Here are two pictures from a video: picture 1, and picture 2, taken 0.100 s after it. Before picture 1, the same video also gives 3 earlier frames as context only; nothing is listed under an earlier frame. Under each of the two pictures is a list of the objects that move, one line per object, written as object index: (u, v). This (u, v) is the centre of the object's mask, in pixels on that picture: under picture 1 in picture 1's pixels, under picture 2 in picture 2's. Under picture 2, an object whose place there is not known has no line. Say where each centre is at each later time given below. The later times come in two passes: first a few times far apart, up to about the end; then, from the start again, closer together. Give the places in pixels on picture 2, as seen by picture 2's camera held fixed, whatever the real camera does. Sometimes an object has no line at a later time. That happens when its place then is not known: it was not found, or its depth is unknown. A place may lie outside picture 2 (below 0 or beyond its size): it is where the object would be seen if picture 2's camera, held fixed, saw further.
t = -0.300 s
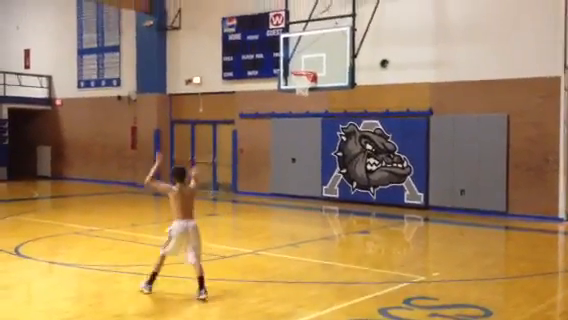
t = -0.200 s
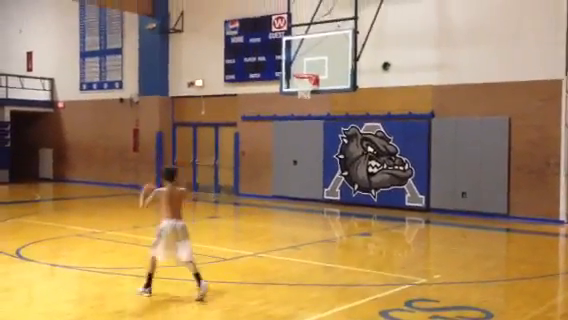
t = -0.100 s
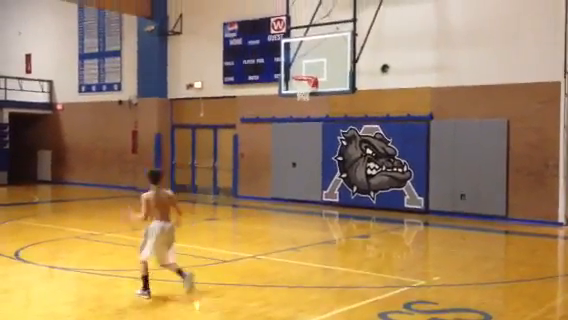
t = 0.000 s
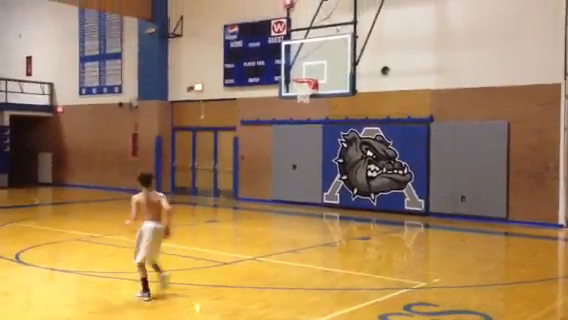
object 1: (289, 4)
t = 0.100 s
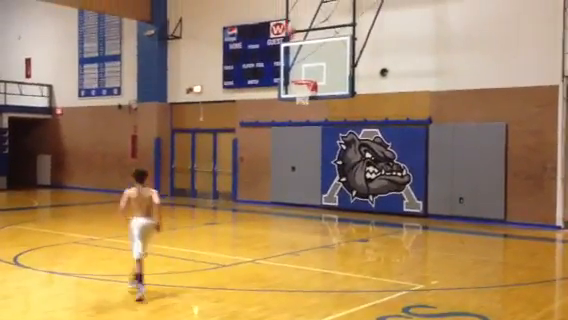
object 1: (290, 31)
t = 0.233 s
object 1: (292, 70)
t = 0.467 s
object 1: (264, 53)
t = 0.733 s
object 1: (229, 51)
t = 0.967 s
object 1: (193, 79)
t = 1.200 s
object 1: (160, 134)
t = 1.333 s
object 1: (141, 179)
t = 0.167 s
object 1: (291, 50)
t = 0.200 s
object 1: (291, 58)
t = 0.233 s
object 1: (292, 70)
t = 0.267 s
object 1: (291, 75)
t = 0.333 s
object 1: (282, 67)
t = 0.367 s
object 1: (277, 62)
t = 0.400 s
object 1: (273, 58)
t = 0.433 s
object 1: (269, 56)
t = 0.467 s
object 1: (264, 53)
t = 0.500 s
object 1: (260, 51)
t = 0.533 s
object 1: (255, 49)
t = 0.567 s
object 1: (251, 47)
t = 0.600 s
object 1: (246, 47)
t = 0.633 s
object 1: (241, 47)
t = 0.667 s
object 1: (236, 48)
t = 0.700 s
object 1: (234, 49)
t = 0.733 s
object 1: (229, 51)
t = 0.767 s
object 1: (222, 52)
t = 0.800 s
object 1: (217, 55)
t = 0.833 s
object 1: (212, 60)
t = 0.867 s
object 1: (207, 63)
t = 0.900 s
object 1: (202, 68)
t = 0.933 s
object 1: (198, 73)
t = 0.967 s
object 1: (193, 79)
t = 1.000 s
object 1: (188, 86)
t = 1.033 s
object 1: (185, 92)
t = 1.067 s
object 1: (178, 100)
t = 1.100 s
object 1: (174, 107)
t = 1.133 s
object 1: (168, 115)
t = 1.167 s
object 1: (164, 123)
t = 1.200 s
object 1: (160, 134)
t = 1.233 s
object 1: (155, 146)
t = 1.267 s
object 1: (150, 154)
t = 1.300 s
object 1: (145, 168)
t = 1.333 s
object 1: (141, 179)
